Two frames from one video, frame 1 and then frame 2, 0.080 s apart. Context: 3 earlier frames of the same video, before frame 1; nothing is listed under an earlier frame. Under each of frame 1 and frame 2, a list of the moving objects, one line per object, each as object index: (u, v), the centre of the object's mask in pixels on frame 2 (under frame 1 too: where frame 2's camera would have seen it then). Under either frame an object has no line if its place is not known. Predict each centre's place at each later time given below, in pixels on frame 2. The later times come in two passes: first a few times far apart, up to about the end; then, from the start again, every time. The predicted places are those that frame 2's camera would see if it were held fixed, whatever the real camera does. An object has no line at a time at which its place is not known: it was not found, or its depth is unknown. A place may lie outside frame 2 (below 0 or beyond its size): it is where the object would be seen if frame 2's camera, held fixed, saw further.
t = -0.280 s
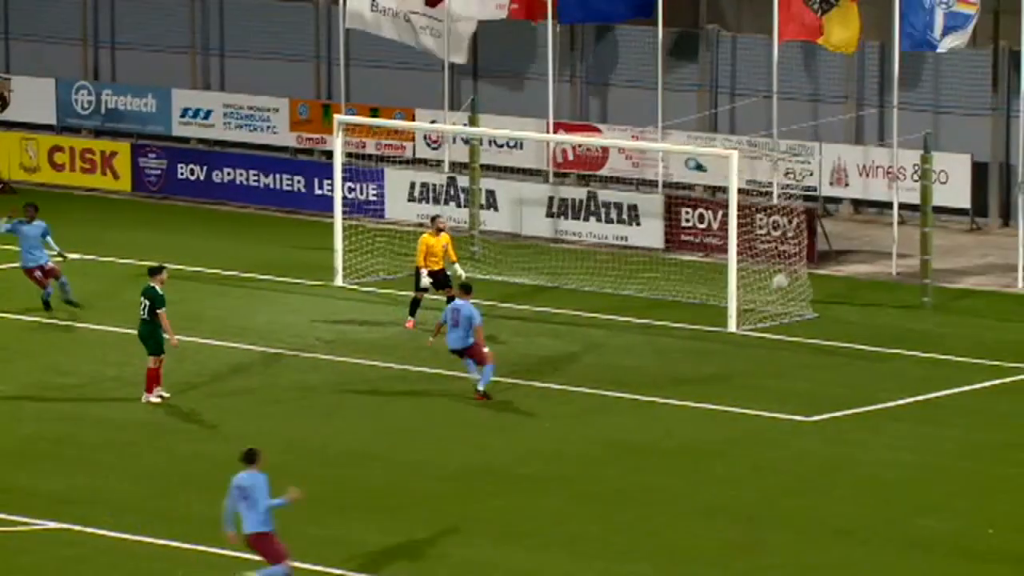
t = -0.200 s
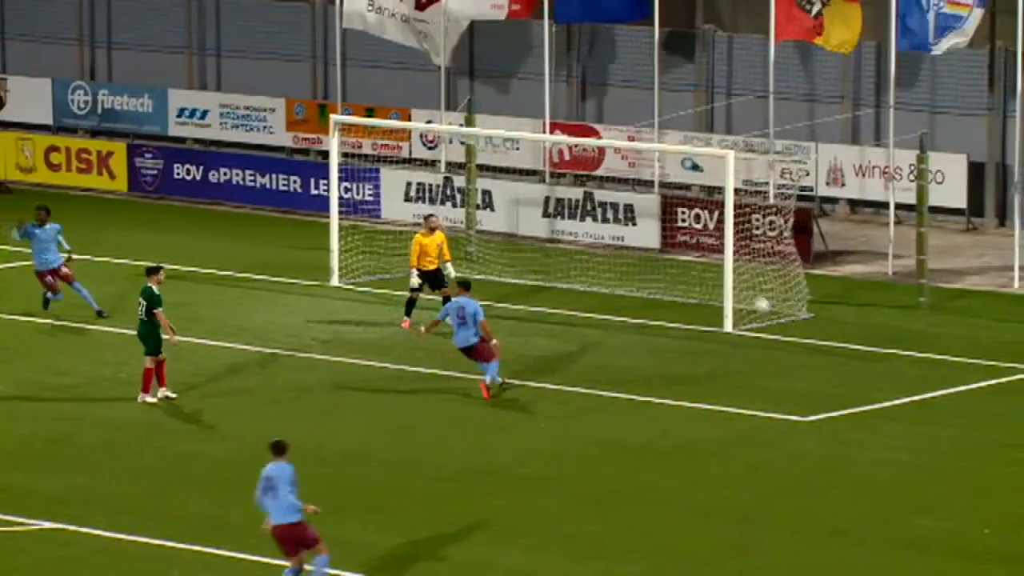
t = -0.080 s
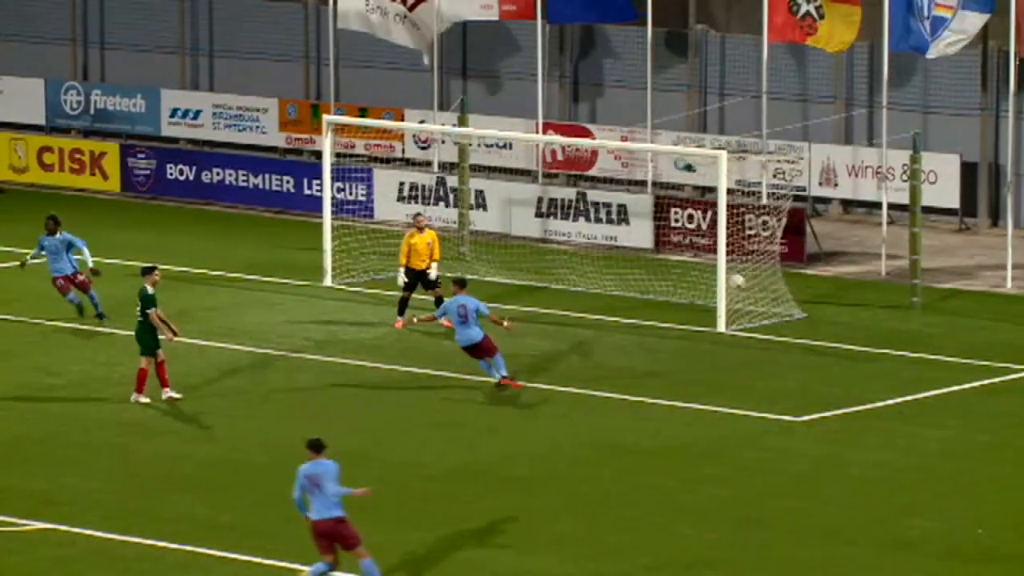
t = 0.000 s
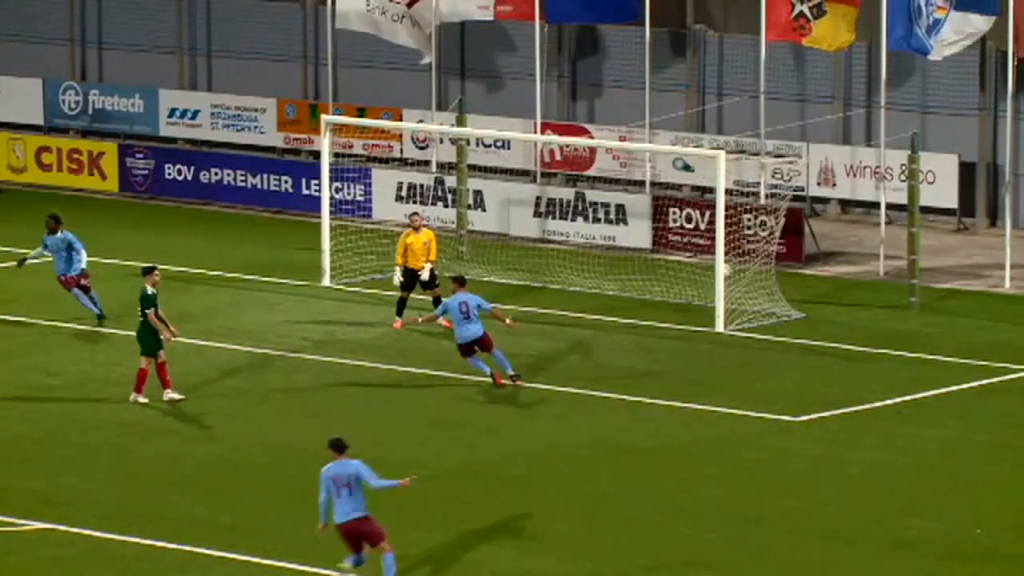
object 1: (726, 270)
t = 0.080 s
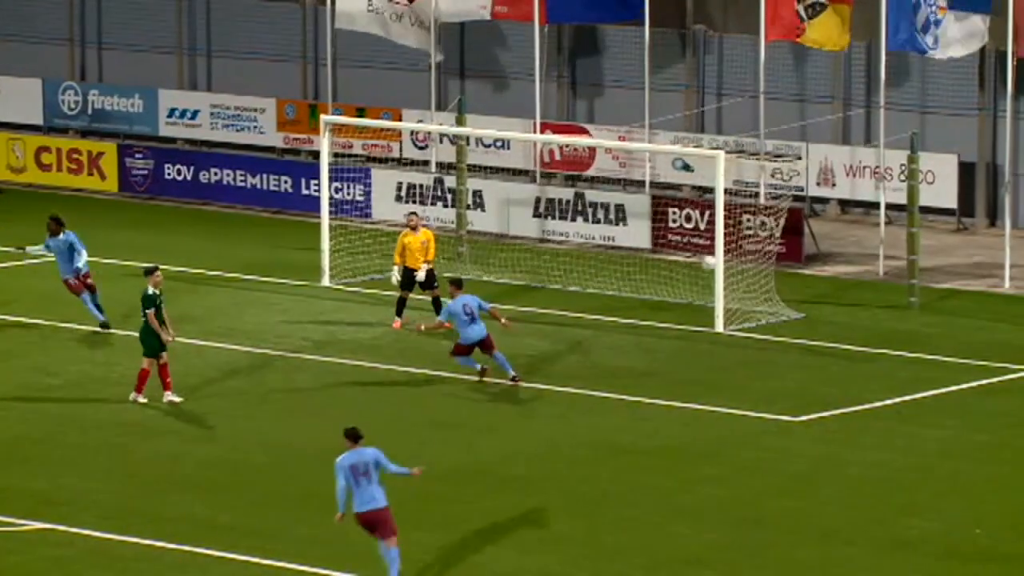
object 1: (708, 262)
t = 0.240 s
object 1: (685, 262)
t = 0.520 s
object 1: (645, 303)
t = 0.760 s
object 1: (612, 286)
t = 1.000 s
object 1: (580, 302)
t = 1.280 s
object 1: (546, 299)
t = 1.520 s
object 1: (521, 300)
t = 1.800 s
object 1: (494, 299)
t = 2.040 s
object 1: (474, 298)
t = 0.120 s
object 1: (704, 261)
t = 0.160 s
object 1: (698, 261)
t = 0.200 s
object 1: (691, 261)
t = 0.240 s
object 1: (685, 262)
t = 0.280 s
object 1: (679, 265)
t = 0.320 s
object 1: (674, 269)
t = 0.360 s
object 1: (668, 274)
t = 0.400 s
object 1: (662, 279)
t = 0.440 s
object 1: (656, 286)
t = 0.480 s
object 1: (650, 294)
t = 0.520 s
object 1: (645, 303)
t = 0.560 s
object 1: (639, 301)
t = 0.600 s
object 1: (633, 296)
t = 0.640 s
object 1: (627, 291)
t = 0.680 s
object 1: (622, 288)
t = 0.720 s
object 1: (617, 287)
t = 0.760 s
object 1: (612, 286)
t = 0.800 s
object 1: (608, 285)
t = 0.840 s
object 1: (601, 285)
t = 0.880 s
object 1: (597, 289)
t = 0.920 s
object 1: (591, 292)
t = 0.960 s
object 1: (585, 297)
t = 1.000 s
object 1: (580, 302)
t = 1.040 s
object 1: (575, 299)
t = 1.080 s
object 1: (571, 295)
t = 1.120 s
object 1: (565, 295)
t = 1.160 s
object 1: (561, 294)
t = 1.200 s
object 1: (556, 294)
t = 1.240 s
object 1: (551, 297)
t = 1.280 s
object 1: (546, 299)
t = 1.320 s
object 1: (542, 300)
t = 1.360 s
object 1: (537, 299)
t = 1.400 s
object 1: (533, 298)
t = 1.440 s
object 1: (529, 298)
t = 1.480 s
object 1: (525, 299)
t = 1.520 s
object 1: (521, 300)
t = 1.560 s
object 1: (517, 299)
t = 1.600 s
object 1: (513, 299)
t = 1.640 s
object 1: (509, 299)
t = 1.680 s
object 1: (505, 299)
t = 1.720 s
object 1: (501, 299)
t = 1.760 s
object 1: (497, 299)
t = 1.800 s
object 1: (494, 299)
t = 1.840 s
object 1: (491, 299)
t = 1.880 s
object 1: (488, 299)
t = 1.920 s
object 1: (484, 298)
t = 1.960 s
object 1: (481, 298)
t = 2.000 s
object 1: (478, 298)
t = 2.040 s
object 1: (474, 298)
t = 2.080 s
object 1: (472, 297)
